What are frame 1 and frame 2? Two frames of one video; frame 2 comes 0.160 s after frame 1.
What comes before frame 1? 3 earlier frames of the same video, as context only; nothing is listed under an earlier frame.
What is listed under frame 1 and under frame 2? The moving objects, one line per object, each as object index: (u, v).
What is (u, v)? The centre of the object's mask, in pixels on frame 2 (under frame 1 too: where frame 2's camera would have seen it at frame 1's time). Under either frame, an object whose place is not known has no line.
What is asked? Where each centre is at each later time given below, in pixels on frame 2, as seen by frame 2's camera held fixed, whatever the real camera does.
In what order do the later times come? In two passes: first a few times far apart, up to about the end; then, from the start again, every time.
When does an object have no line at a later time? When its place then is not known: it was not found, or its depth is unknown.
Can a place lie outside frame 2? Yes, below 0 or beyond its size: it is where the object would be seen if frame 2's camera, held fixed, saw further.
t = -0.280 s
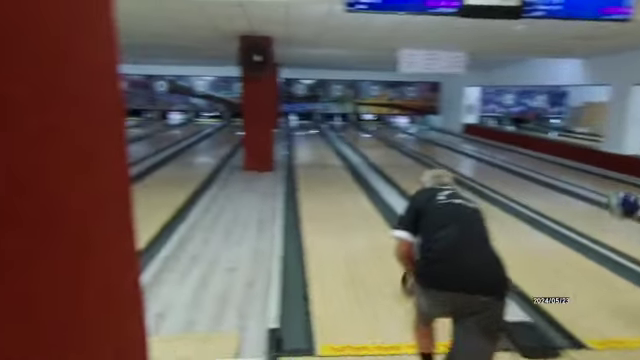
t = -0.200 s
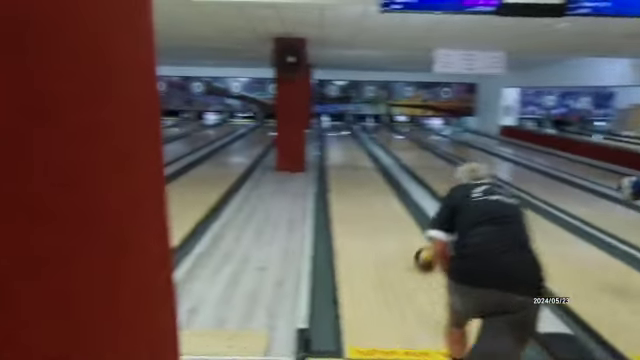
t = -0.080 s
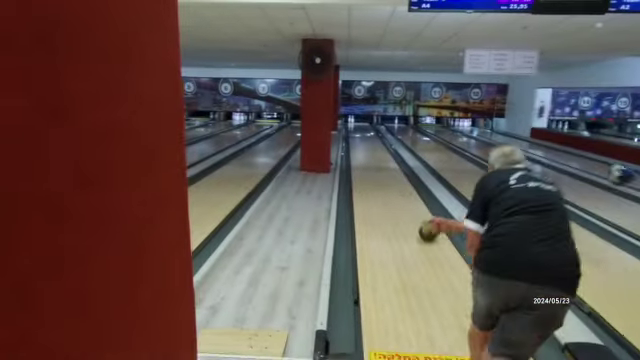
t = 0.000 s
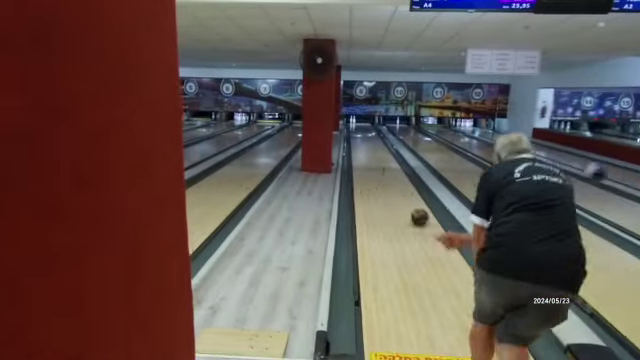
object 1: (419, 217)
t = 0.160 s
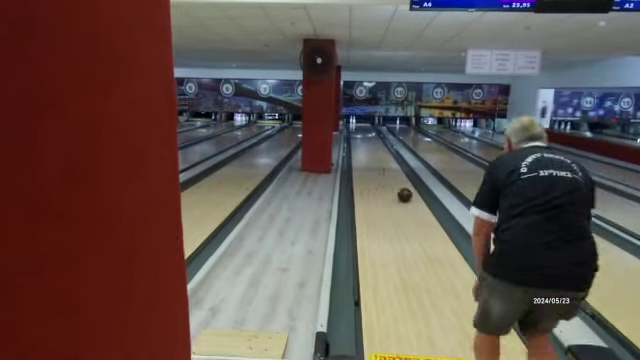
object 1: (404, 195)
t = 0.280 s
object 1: (396, 183)
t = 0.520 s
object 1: (384, 166)
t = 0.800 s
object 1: (375, 152)
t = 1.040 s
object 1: (370, 145)
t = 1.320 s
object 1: (365, 138)
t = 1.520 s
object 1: (361, 135)
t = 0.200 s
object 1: (401, 190)
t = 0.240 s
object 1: (398, 186)
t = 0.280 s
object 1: (396, 183)
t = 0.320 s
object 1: (394, 179)
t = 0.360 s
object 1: (391, 176)
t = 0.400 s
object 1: (389, 173)
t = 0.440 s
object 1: (388, 170)
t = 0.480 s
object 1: (386, 168)
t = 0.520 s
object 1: (384, 166)
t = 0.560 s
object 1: (382, 164)
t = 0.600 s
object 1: (381, 161)
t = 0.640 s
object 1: (380, 160)
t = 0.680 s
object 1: (379, 158)
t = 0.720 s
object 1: (378, 156)
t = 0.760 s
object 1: (376, 154)
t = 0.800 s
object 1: (375, 152)
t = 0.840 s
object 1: (375, 151)
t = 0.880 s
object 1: (373, 149)
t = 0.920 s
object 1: (372, 148)
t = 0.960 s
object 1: (371, 147)
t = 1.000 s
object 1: (371, 146)
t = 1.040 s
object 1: (370, 145)
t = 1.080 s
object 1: (369, 144)
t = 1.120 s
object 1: (369, 143)
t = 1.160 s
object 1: (368, 142)
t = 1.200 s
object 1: (367, 140)
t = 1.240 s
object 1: (366, 140)
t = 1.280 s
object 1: (366, 139)
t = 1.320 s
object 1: (365, 138)
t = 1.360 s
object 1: (365, 137)
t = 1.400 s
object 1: (364, 137)
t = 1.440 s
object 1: (364, 136)
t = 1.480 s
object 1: (363, 135)
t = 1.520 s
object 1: (361, 135)
